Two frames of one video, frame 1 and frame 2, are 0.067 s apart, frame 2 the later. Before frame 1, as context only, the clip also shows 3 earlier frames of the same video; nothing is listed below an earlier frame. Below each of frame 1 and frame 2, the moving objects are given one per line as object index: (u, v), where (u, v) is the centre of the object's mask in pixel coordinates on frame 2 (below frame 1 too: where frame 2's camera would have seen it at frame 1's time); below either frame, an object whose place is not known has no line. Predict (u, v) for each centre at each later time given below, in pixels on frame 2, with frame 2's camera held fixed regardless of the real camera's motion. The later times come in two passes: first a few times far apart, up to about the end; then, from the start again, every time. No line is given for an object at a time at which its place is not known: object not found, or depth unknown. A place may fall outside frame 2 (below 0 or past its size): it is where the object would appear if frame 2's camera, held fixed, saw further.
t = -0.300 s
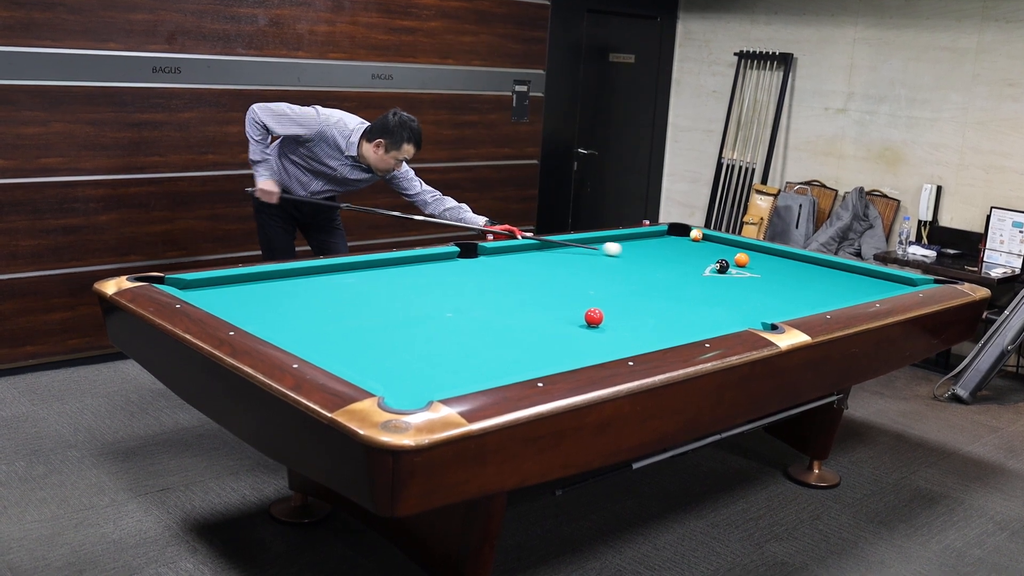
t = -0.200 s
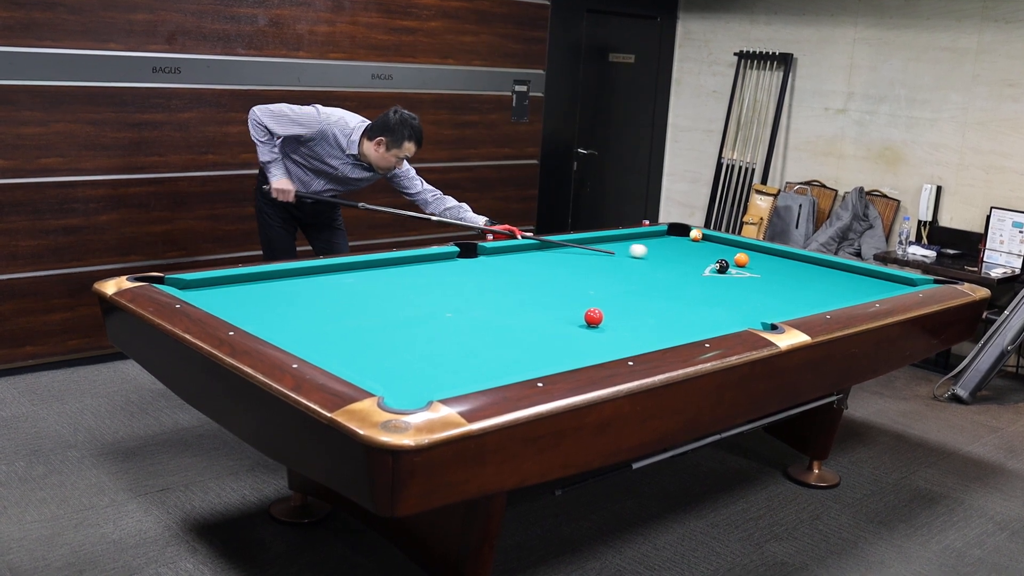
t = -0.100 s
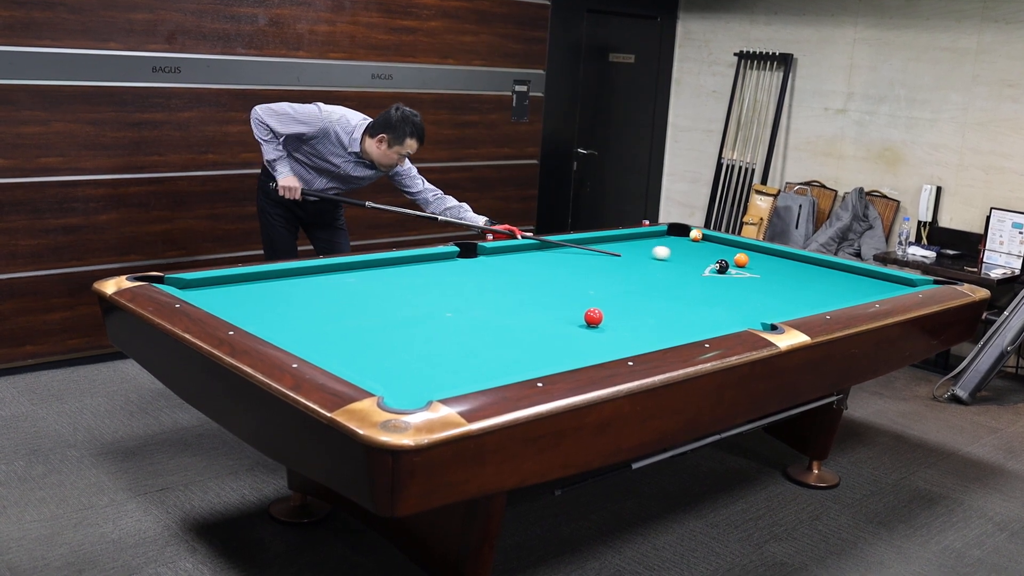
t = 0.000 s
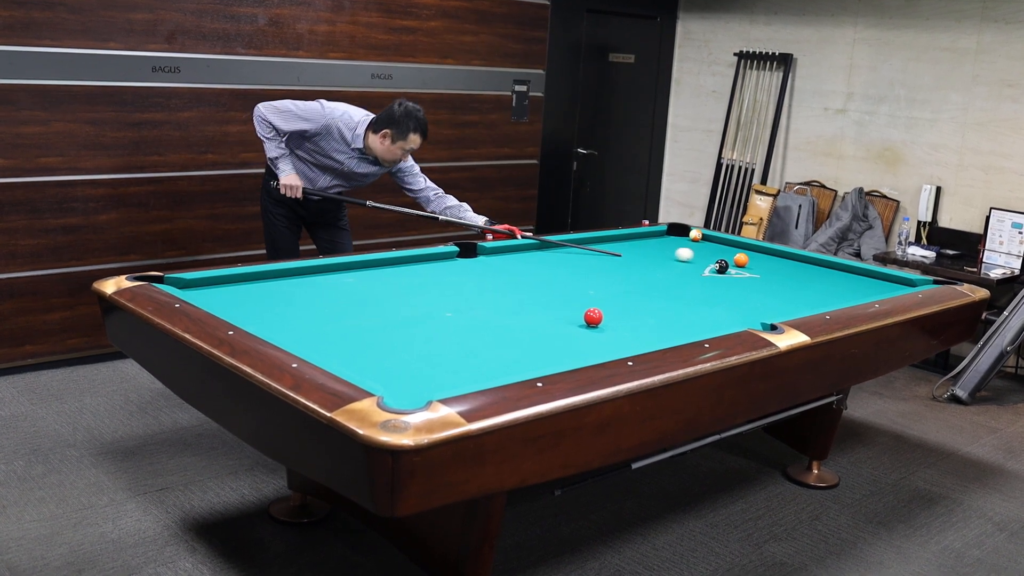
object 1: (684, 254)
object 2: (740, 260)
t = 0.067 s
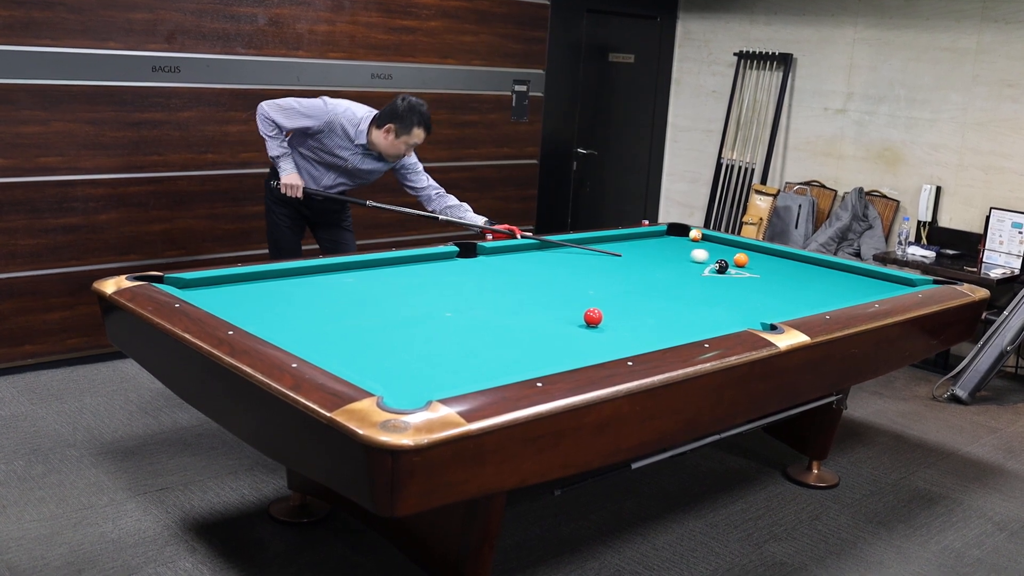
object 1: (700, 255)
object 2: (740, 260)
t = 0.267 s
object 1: (731, 257)
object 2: (755, 262)
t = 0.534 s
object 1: (746, 256)
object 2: (791, 267)
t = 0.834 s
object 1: (762, 255)
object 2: (831, 272)
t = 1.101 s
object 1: (776, 254)
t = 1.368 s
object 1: (781, 254)
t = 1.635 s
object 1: (776, 255)
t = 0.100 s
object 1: (707, 256)
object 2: (740, 260)
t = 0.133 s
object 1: (714, 256)
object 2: (740, 260)
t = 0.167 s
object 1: (722, 255)
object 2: (740, 260)
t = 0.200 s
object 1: (728, 256)
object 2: (743, 260)
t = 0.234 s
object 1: (729, 257)
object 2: (749, 261)
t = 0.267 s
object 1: (731, 257)
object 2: (755, 262)
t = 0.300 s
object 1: (732, 257)
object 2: (760, 262)
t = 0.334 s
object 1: (734, 257)
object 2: (764, 263)
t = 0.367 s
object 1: (736, 257)
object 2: (769, 264)
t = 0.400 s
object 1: (738, 257)
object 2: (773, 264)
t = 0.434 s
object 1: (740, 256)
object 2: (777, 265)
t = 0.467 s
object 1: (742, 256)
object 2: (782, 265)
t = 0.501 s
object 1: (744, 256)
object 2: (787, 266)
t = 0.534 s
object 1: (746, 256)
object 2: (791, 267)
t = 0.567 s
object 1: (748, 256)
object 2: (795, 267)
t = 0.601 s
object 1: (750, 256)
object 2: (800, 268)
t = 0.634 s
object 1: (752, 256)
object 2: (804, 268)
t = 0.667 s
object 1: (753, 255)
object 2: (809, 269)
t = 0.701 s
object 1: (755, 255)
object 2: (813, 270)
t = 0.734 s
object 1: (757, 255)
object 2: (817, 270)
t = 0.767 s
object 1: (759, 255)
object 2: (822, 271)
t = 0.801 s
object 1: (761, 255)
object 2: (826, 272)
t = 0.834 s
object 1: (762, 255)
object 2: (831, 272)
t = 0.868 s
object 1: (764, 255)
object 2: (835, 273)
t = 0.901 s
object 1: (766, 254)
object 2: (840, 273)
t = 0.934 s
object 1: (768, 254)
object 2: (844, 274)
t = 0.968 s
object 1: (769, 254)
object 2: (848, 274)
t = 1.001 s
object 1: (771, 254)
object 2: (853, 275)
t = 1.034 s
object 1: (773, 254)
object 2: (857, 276)
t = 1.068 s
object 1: (775, 254)
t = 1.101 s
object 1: (776, 254)
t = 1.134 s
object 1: (778, 254)
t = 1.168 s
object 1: (779, 253)
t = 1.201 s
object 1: (781, 253)
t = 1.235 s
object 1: (782, 253)
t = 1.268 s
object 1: (782, 253)
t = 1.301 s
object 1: (782, 253)
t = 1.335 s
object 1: (781, 254)
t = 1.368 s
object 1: (781, 254)
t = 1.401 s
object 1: (780, 254)
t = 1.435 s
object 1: (779, 254)
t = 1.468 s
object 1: (779, 254)
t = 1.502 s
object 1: (778, 254)
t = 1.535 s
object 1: (778, 254)
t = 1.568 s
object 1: (777, 254)
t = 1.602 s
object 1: (777, 255)
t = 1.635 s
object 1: (776, 255)
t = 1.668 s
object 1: (776, 255)
